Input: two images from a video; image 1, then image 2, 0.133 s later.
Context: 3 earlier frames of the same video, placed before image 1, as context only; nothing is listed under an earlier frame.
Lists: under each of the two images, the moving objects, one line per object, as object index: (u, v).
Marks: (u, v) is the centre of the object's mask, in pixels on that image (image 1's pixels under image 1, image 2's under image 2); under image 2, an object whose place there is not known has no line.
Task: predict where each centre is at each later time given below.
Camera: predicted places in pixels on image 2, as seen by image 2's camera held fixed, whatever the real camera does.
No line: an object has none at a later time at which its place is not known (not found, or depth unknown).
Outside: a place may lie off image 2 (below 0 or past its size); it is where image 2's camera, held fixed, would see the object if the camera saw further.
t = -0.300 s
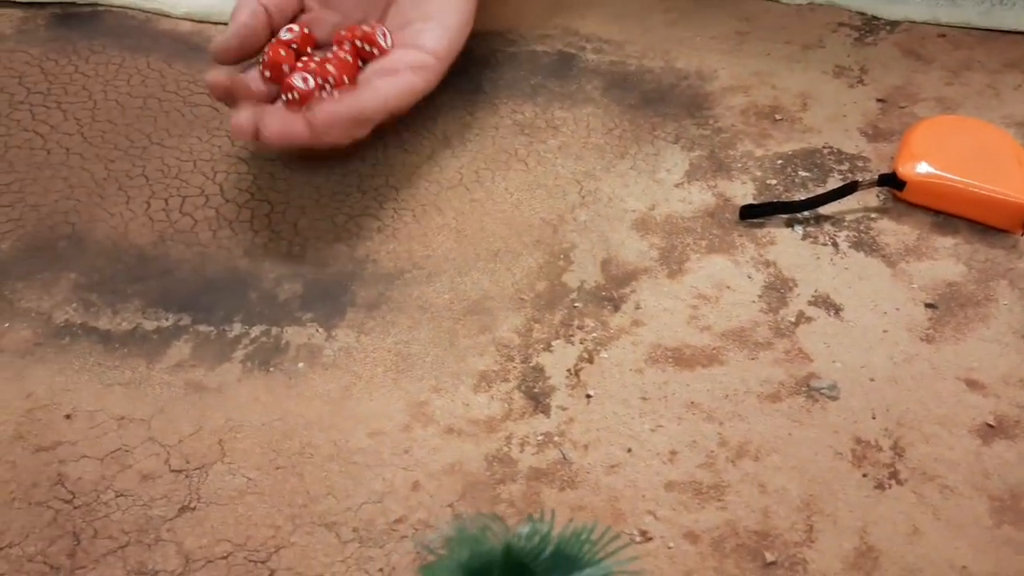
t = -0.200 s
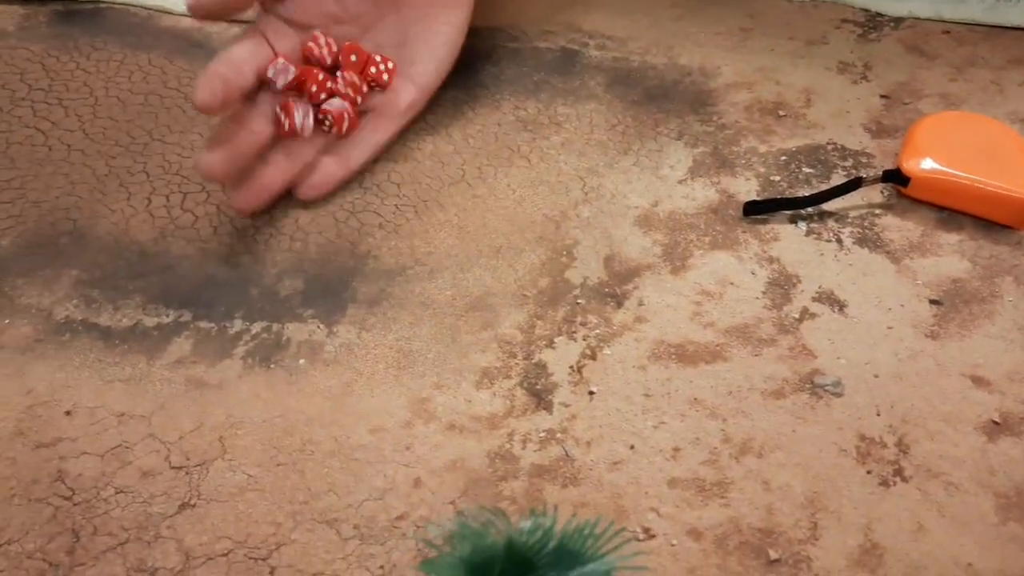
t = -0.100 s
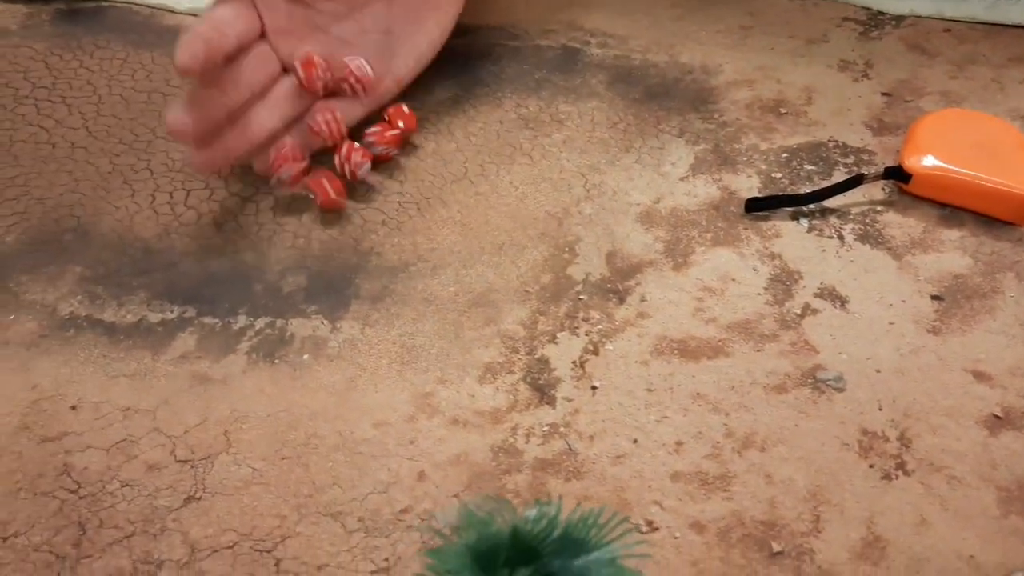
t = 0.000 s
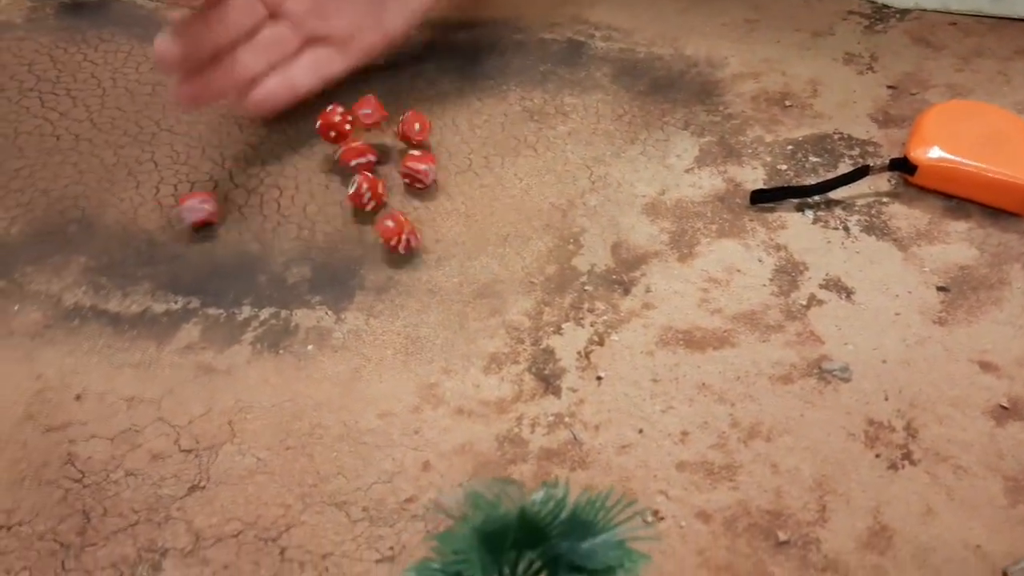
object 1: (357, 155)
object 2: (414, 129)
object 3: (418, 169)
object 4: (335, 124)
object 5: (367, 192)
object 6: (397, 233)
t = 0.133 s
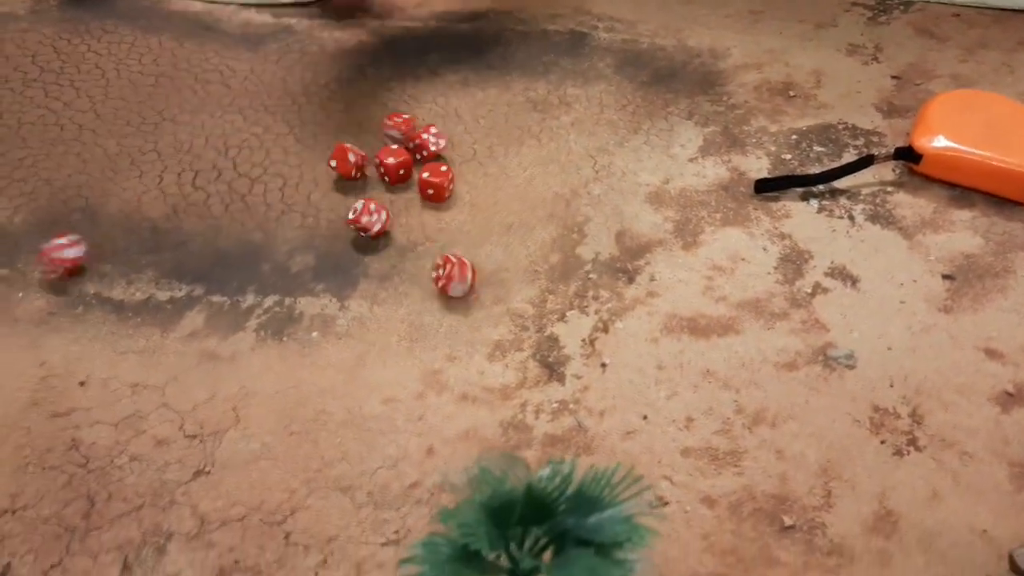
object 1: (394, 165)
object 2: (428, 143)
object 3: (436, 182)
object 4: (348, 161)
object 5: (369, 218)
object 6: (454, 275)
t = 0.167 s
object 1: (396, 168)
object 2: (432, 147)
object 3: (435, 183)
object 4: (348, 169)
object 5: (367, 227)
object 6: (457, 287)
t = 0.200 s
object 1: (397, 170)
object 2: (439, 150)
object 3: (434, 184)
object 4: (348, 177)
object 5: (369, 240)
